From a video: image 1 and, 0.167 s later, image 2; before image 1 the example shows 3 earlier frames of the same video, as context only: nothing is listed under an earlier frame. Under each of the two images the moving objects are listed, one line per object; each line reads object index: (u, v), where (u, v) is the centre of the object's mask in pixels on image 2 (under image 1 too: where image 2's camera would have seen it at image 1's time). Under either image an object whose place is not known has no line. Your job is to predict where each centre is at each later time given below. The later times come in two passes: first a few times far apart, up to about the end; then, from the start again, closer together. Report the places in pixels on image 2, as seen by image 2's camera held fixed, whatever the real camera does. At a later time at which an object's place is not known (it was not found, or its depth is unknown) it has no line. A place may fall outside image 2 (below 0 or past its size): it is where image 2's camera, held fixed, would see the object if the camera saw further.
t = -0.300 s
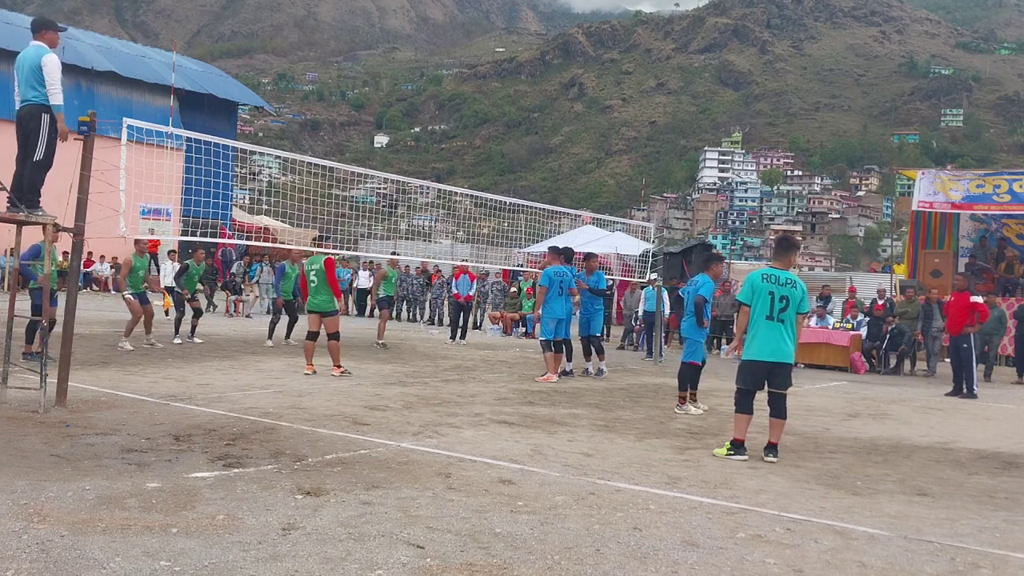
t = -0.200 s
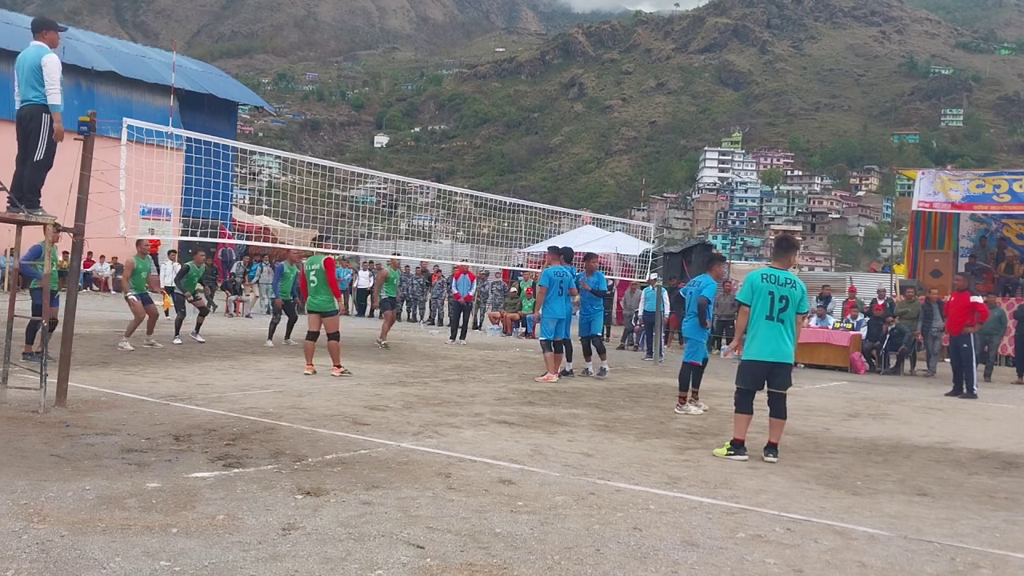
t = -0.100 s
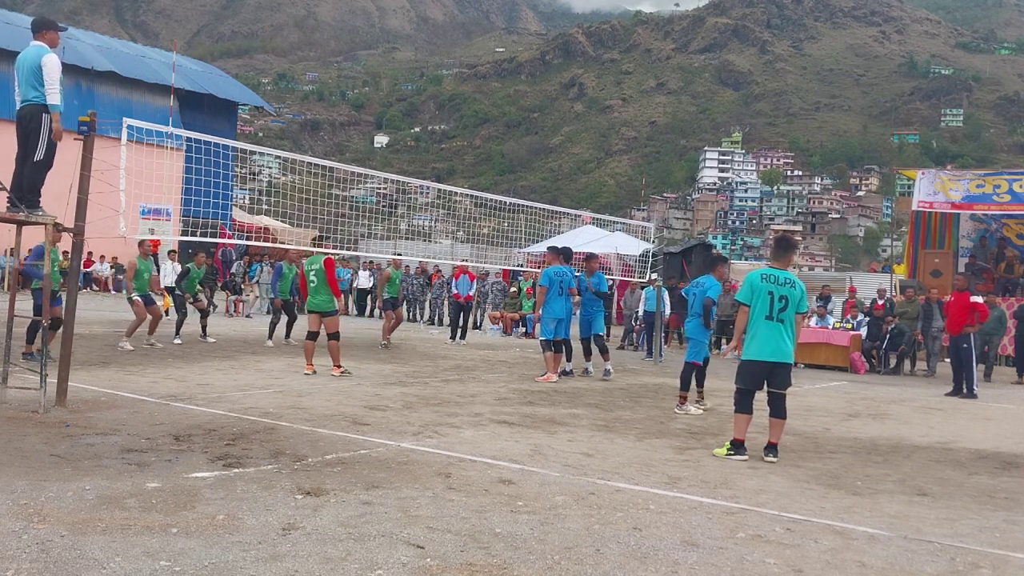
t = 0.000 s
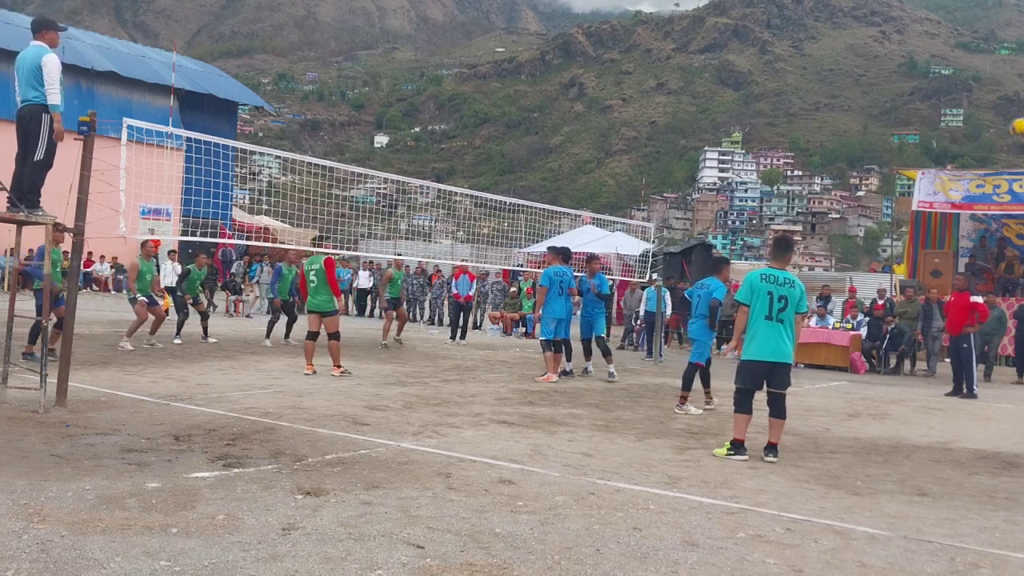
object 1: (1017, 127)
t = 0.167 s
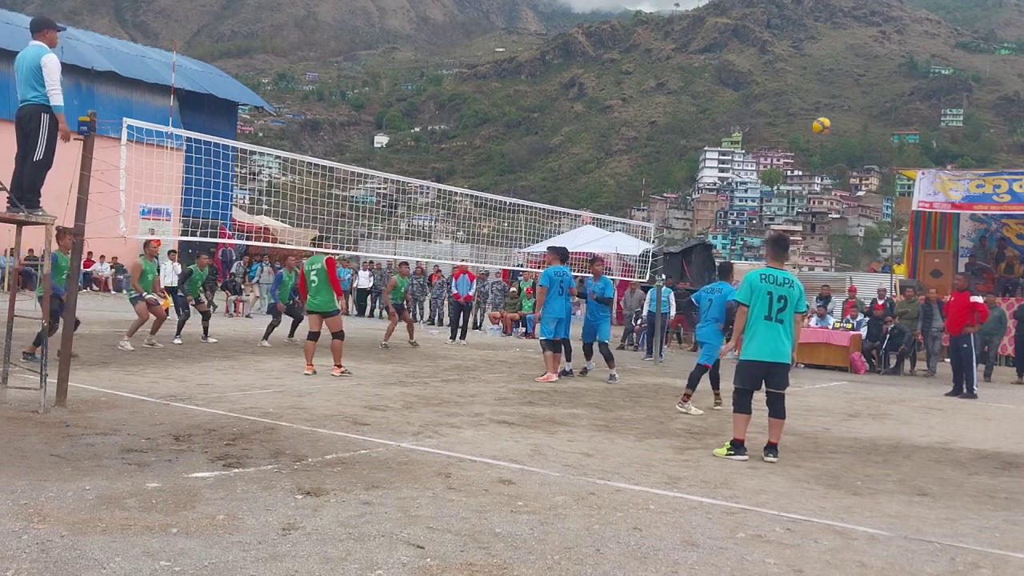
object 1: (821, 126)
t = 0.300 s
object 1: (693, 140)
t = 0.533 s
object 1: (516, 189)
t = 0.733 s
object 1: (399, 248)
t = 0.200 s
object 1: (787, 128)
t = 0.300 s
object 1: (693, 140)
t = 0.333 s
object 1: (664, 146)
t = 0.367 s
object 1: (637, 152)
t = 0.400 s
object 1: (610, 159)
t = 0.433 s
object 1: (585, 166)
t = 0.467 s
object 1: (561, 173)
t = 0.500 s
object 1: (538, 181)
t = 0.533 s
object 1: (516, 189)
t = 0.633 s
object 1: (454, 217)
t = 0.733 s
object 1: (399, 248)
